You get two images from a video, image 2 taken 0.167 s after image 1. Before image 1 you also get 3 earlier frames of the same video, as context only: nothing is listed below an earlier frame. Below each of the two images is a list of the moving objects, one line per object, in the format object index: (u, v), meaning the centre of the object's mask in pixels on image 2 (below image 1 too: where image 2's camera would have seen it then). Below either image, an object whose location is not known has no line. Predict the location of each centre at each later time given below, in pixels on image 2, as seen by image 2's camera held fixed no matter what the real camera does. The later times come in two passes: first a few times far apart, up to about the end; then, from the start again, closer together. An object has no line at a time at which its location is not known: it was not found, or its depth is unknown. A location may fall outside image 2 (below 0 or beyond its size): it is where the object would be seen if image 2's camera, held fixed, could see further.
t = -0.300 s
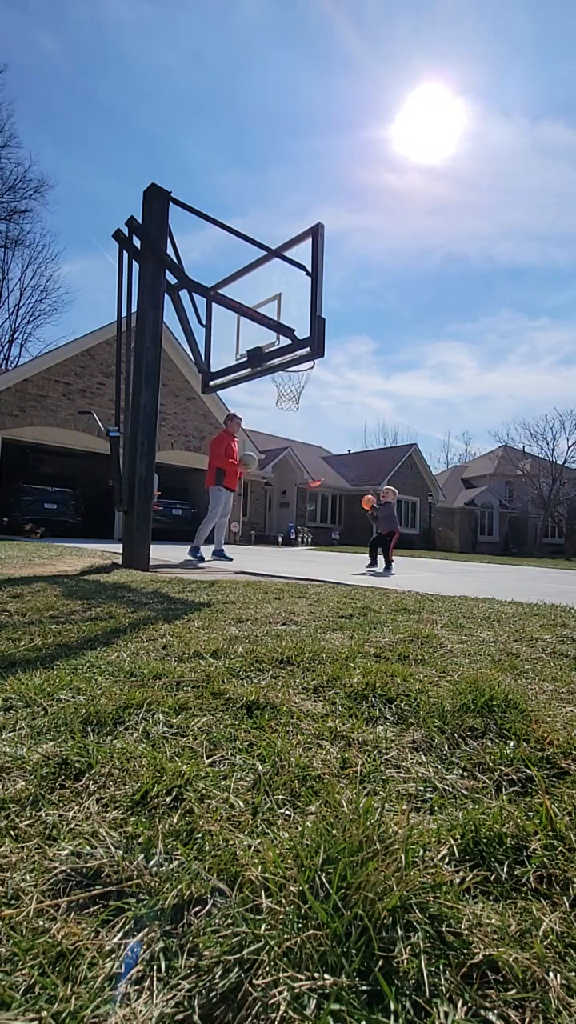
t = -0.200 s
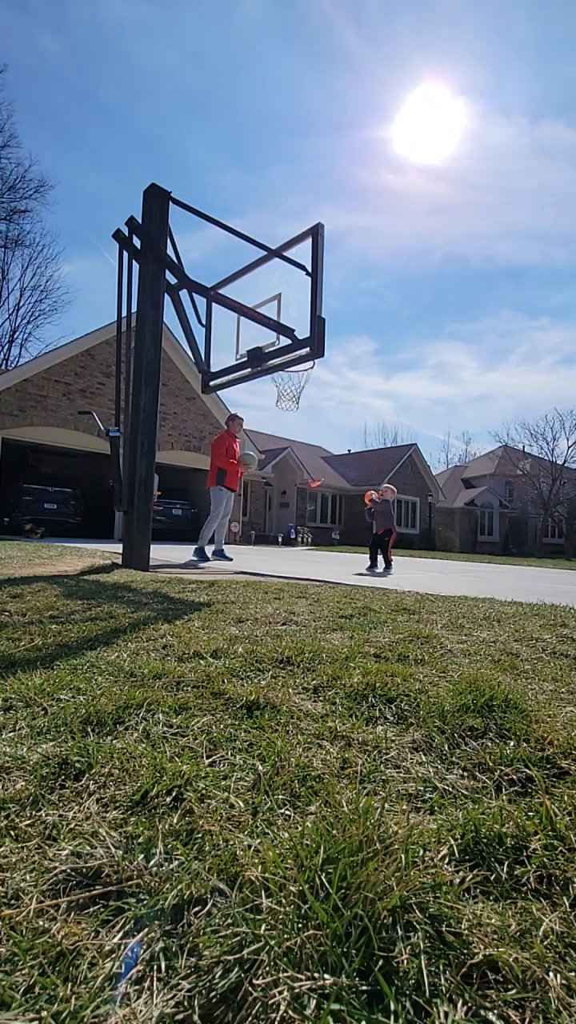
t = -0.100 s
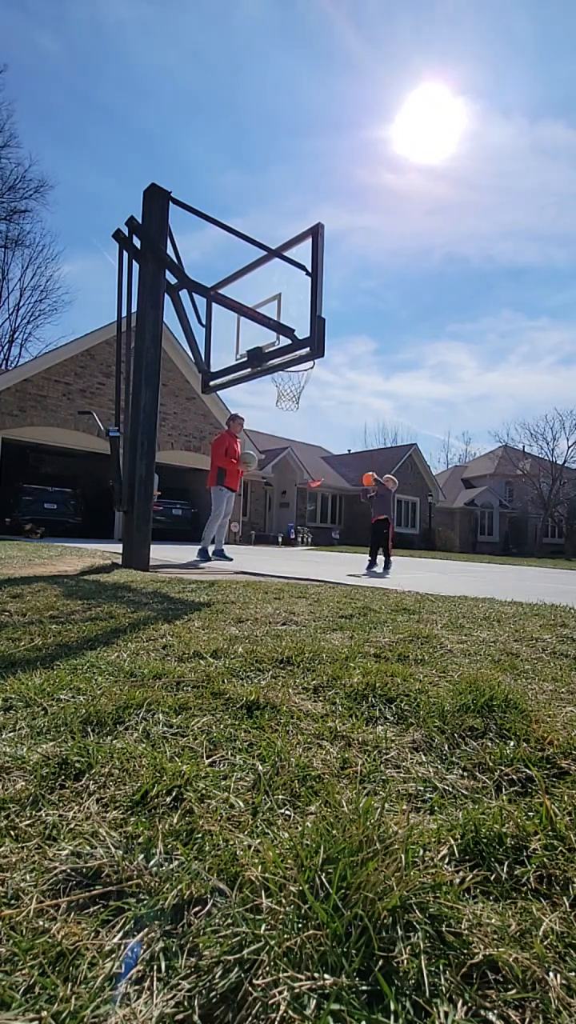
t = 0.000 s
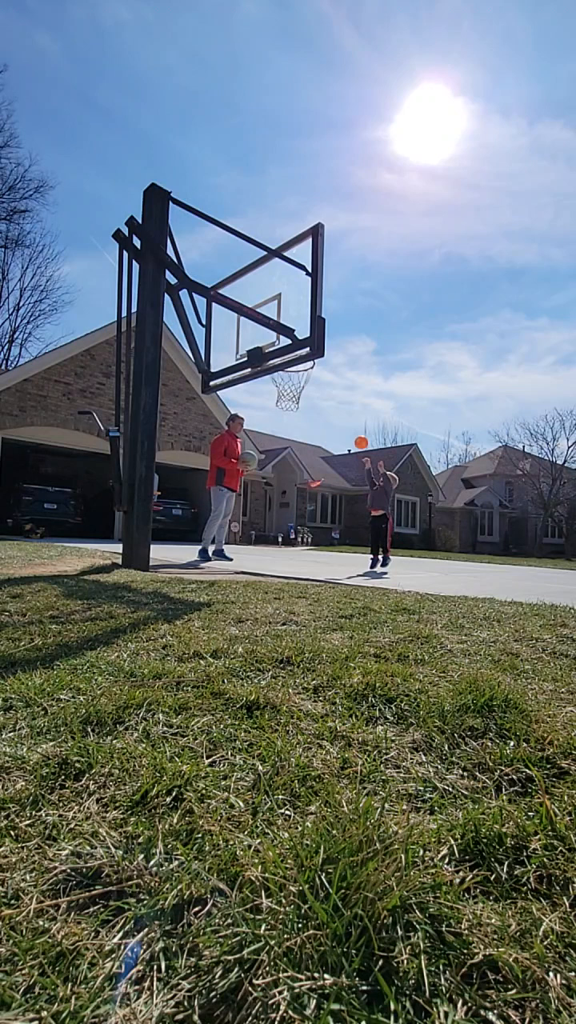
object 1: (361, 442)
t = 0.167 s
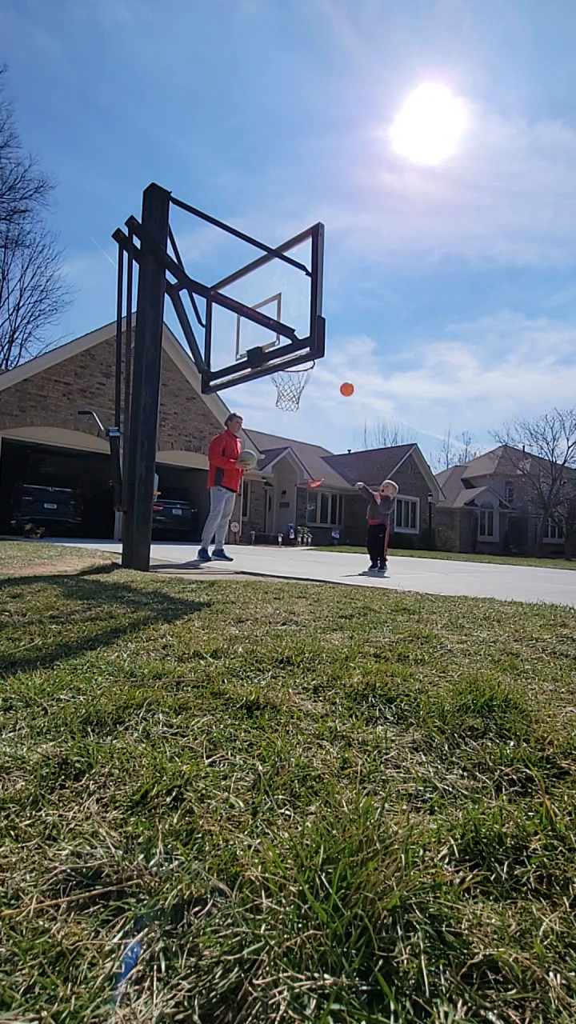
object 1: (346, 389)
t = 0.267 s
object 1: (337, 367)
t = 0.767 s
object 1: (305, 369)
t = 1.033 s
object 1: (339, 466)
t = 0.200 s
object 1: (343, 381)
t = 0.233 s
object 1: (340, 373)
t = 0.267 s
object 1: (337, 367)
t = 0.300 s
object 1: (334, 362)
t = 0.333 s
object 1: (330, 358)
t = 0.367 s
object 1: (328, 355)
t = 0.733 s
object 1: (305, 366)
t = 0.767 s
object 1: (305, 369)
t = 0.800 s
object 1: (309, 376)
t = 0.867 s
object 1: (318, 396)
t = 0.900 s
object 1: (323, 407)
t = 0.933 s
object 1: (327, 420)
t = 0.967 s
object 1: (331, 434)
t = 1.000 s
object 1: (335, 450)
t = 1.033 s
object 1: (339, 466)
